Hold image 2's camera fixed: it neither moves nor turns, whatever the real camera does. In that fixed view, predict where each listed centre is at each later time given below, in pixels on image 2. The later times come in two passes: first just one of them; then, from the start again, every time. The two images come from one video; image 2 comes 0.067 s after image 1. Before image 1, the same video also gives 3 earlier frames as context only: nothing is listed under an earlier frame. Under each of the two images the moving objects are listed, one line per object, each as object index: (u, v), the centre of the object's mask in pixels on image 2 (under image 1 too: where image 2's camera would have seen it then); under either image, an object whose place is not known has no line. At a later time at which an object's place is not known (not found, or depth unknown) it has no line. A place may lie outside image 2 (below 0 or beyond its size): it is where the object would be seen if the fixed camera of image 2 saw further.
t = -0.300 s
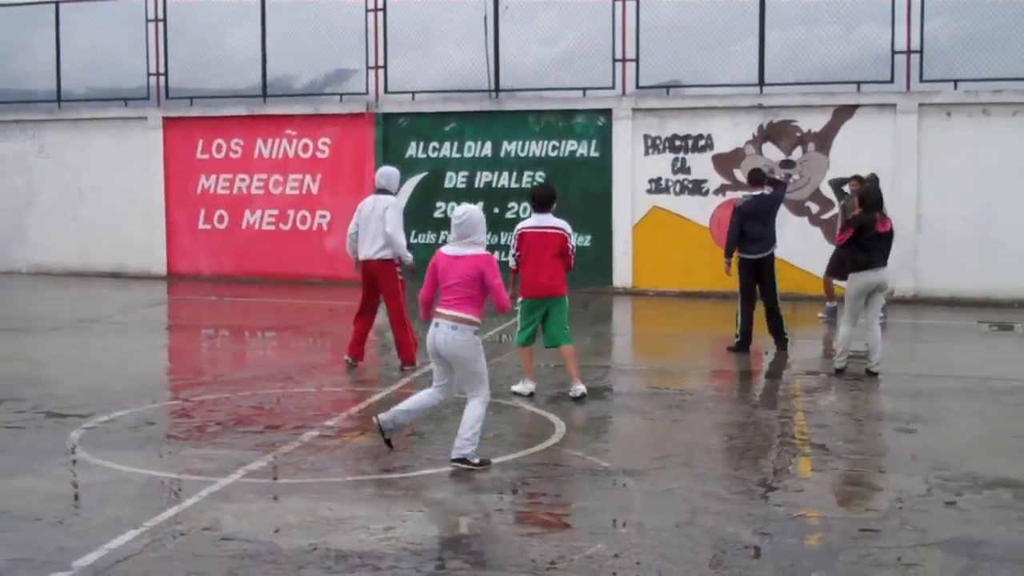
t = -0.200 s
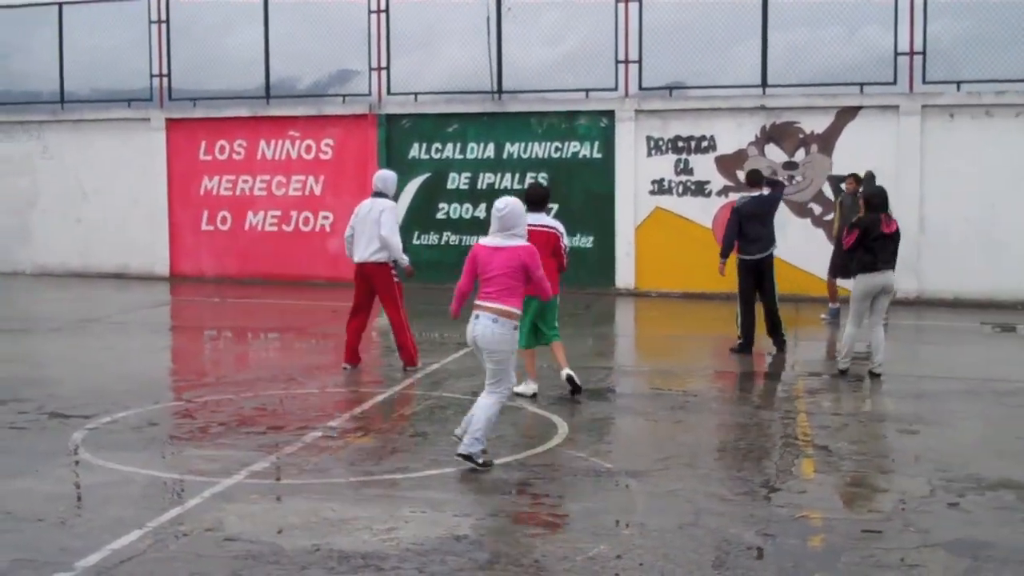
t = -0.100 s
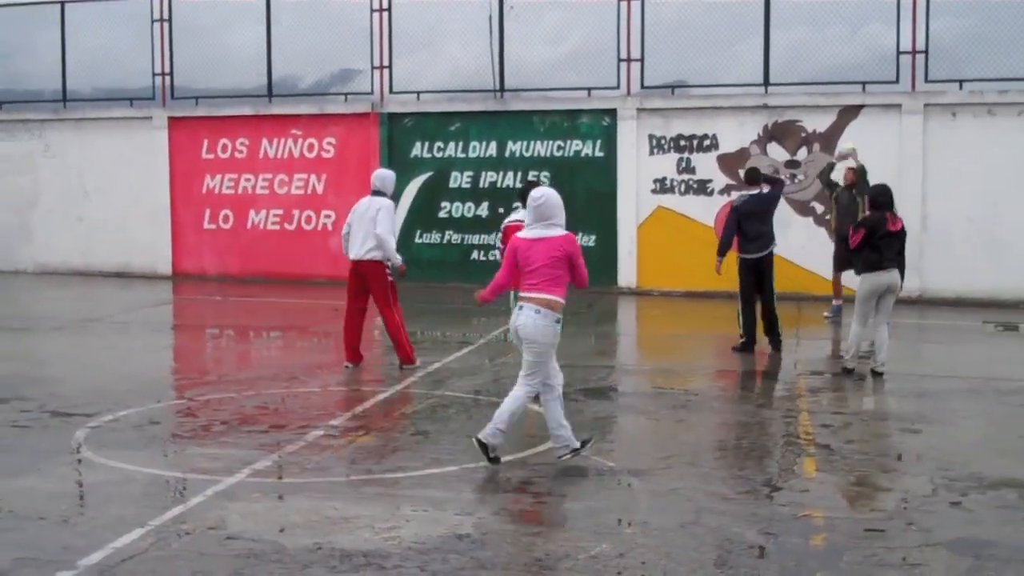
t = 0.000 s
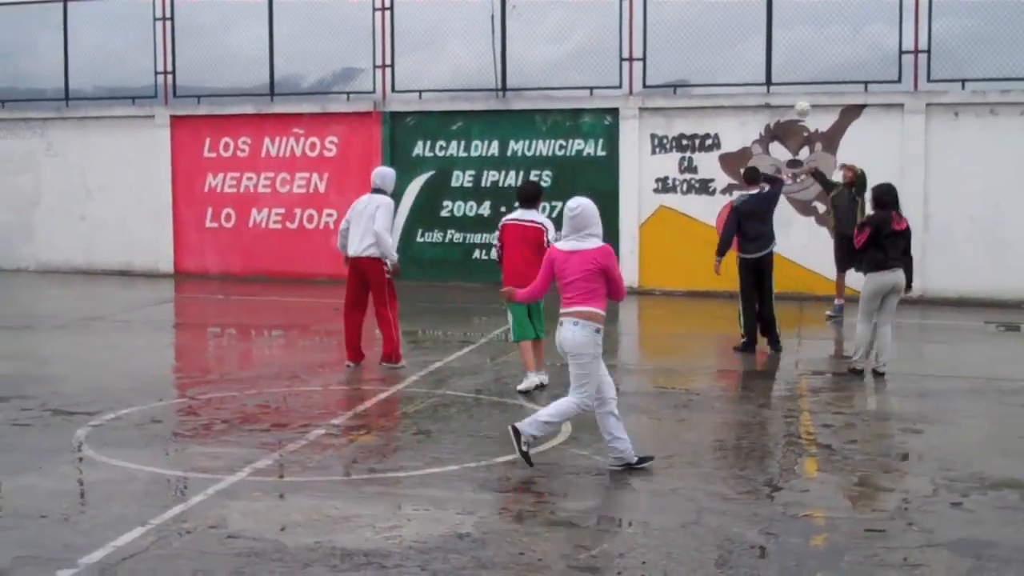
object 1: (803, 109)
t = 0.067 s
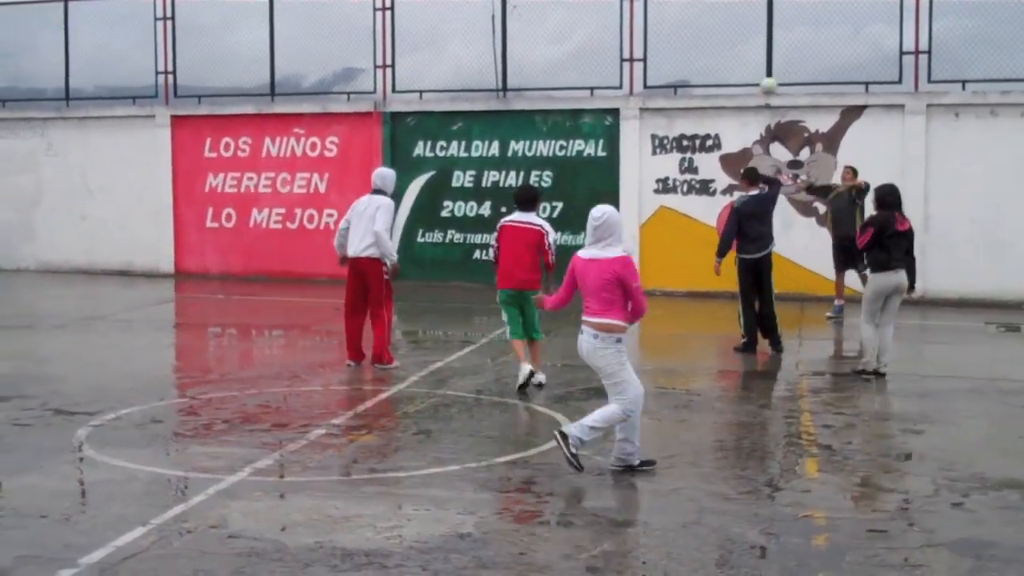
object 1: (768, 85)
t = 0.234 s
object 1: (671, 41)
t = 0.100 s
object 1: (749, 76)
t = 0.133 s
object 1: (731, 65)
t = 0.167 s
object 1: (712, 56)
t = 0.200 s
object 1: (692, 48)
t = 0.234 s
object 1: (671, 41)
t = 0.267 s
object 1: (650, 34)
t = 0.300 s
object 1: (628, 29)
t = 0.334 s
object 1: (605, 25)
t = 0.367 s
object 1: (582, 22)
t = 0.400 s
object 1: (558, 20)
